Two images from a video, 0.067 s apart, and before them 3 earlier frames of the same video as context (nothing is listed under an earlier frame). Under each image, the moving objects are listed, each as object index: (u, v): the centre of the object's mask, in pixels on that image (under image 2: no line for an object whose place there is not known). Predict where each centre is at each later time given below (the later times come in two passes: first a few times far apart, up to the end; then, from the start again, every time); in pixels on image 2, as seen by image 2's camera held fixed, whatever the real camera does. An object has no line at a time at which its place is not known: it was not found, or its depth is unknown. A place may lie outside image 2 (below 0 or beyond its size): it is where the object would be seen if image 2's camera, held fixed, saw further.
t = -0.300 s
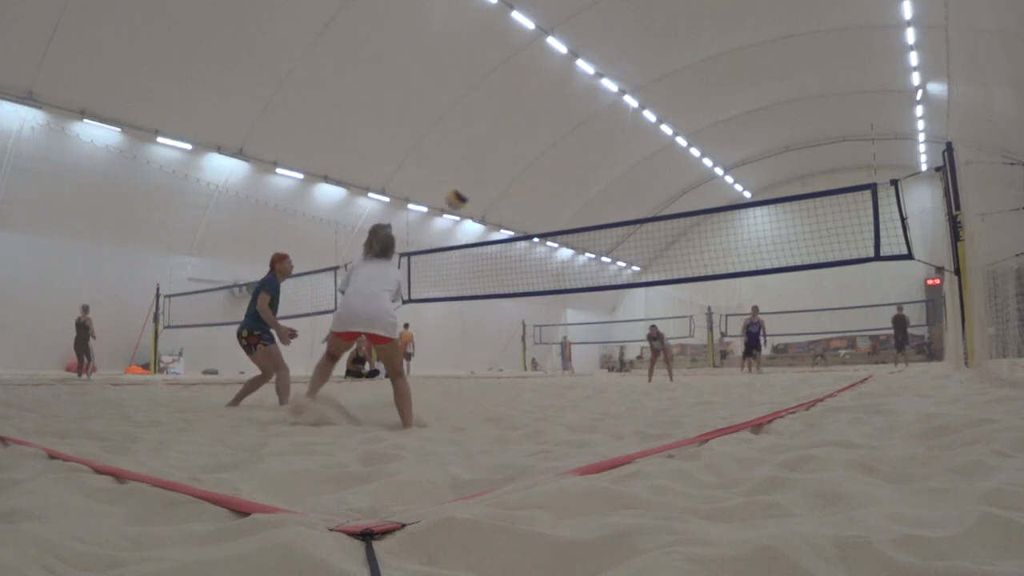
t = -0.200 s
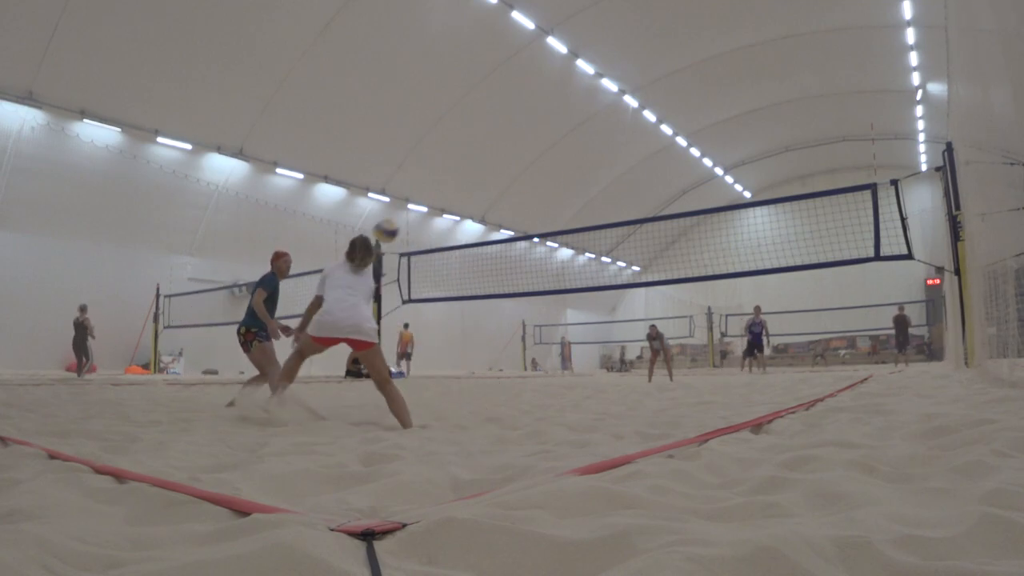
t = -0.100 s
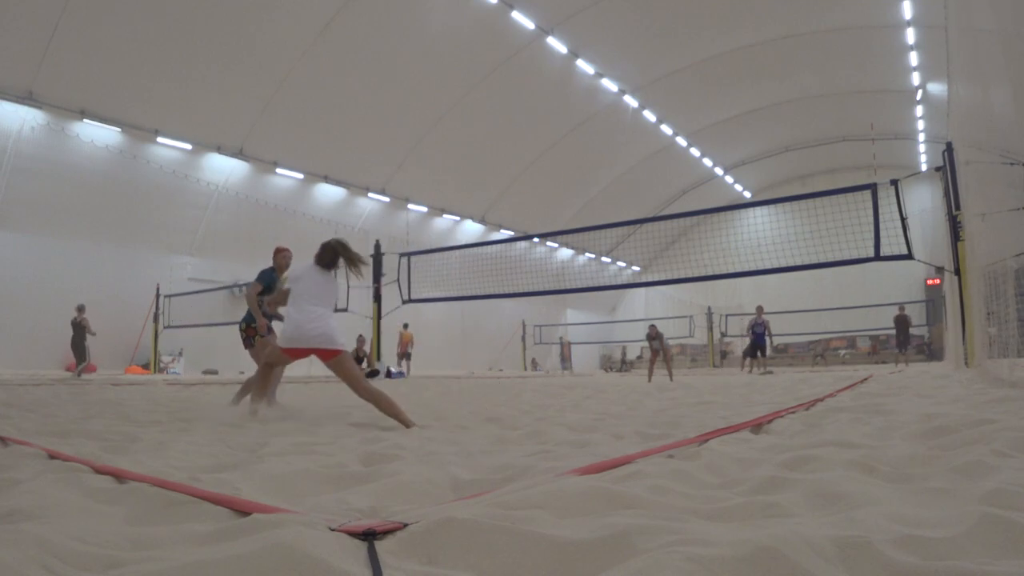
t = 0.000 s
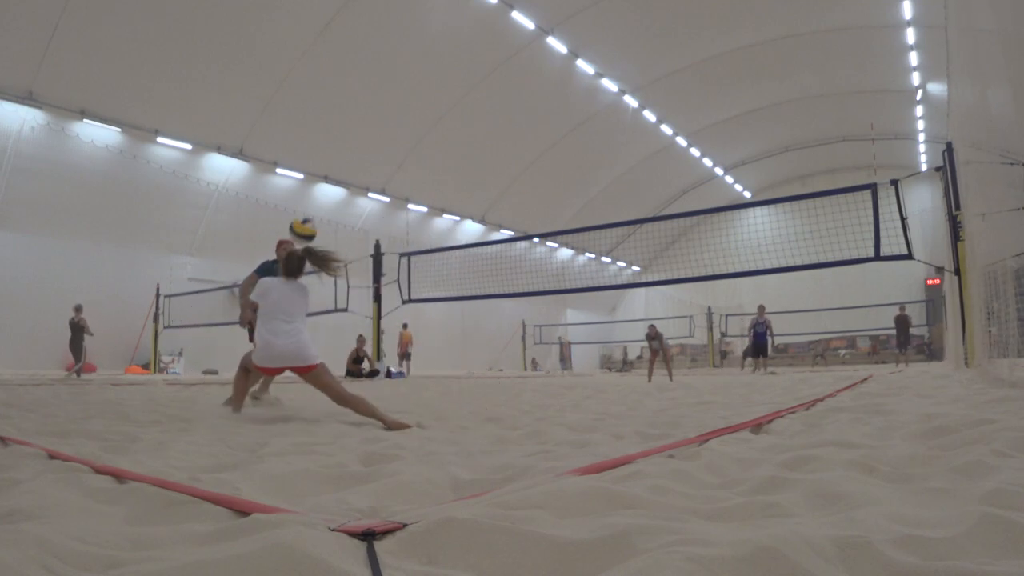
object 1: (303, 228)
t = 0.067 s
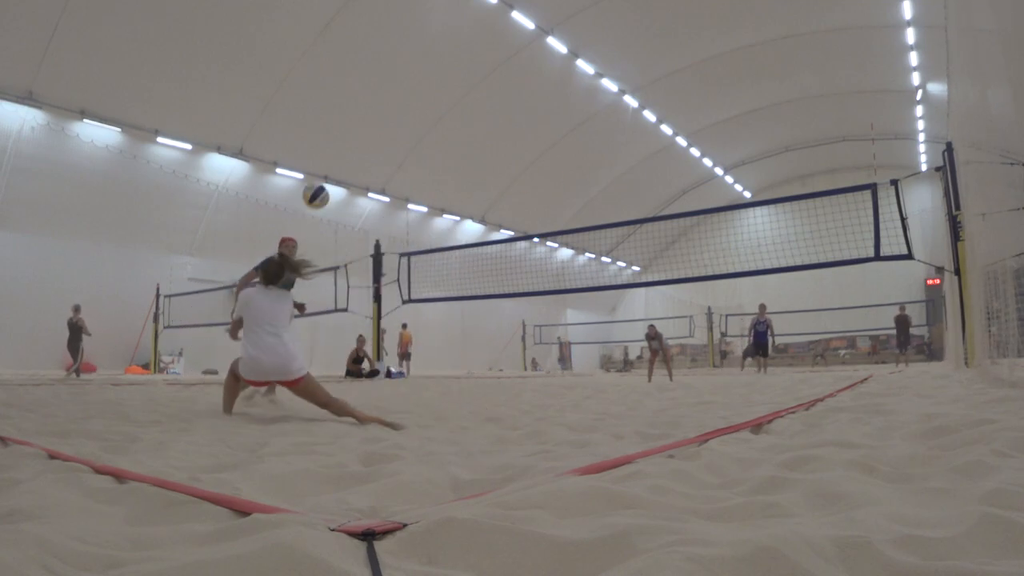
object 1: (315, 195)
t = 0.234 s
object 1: (342, 137)
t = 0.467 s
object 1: (375, 122)
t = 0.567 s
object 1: (386, 130)
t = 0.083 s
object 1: (318, 186)
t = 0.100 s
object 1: (321, 181)
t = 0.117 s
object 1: (325, 172)
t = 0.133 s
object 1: (328, 167)
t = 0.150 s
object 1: (330, 162)
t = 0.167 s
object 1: (333, 157)
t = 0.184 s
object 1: (336, 153)
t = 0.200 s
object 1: (339, 148)
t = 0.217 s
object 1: (341, 142)
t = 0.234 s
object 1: (342, 137)
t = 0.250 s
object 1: (345, 136)
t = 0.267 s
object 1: (347, 134)
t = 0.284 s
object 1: (350, 130)
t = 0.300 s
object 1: (353, 128)
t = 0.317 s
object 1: (356, 126)
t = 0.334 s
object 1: (358, 124)
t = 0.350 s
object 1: (360, 123)
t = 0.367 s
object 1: (362, 123)
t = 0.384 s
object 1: (364, 121)
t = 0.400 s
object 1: (367, 121)
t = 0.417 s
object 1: (368, 121)
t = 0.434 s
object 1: (371, 120)
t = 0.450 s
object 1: (373, 121)
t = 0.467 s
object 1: (375, 122)
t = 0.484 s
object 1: (377, 123)
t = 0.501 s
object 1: (379, 124)
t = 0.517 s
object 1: (381, 125)
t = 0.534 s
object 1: (382, 126)
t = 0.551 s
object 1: (384, 127)
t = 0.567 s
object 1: (386, 130)
